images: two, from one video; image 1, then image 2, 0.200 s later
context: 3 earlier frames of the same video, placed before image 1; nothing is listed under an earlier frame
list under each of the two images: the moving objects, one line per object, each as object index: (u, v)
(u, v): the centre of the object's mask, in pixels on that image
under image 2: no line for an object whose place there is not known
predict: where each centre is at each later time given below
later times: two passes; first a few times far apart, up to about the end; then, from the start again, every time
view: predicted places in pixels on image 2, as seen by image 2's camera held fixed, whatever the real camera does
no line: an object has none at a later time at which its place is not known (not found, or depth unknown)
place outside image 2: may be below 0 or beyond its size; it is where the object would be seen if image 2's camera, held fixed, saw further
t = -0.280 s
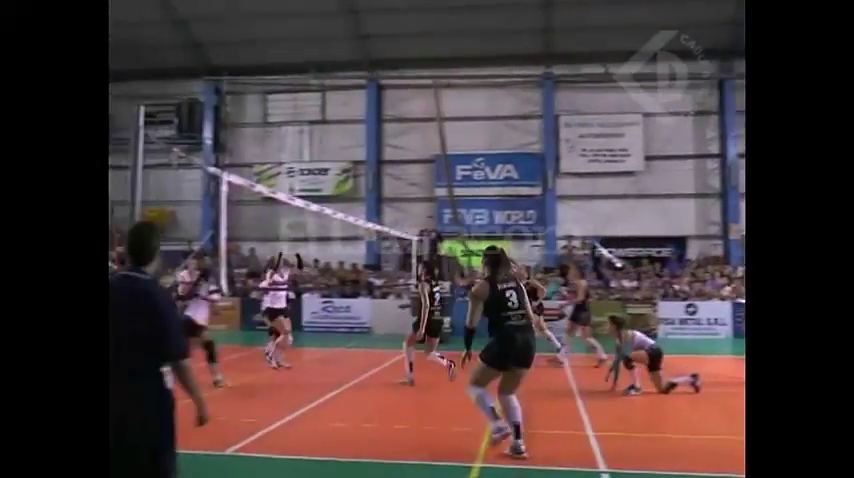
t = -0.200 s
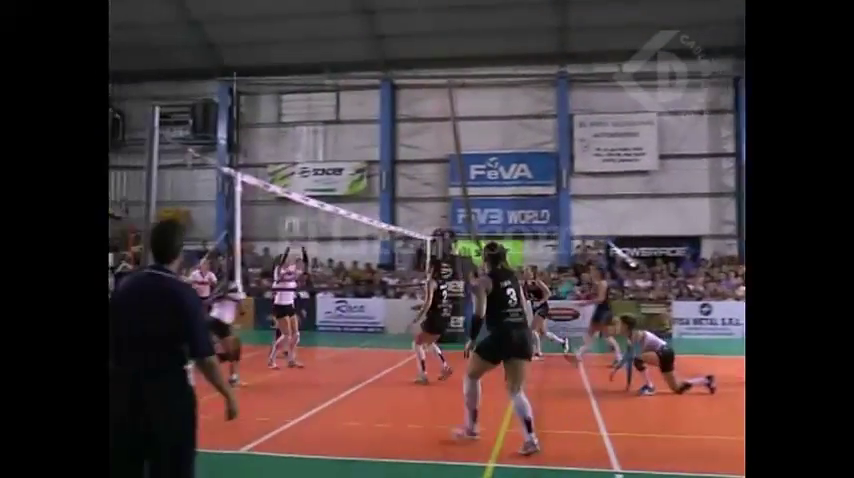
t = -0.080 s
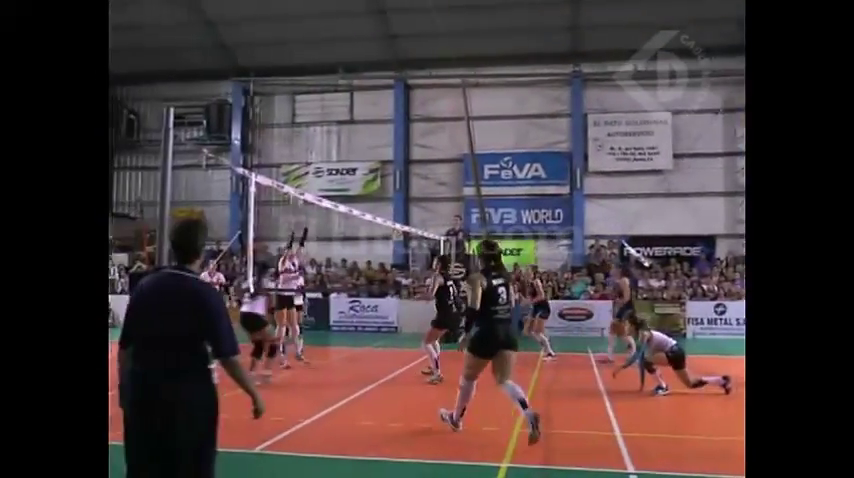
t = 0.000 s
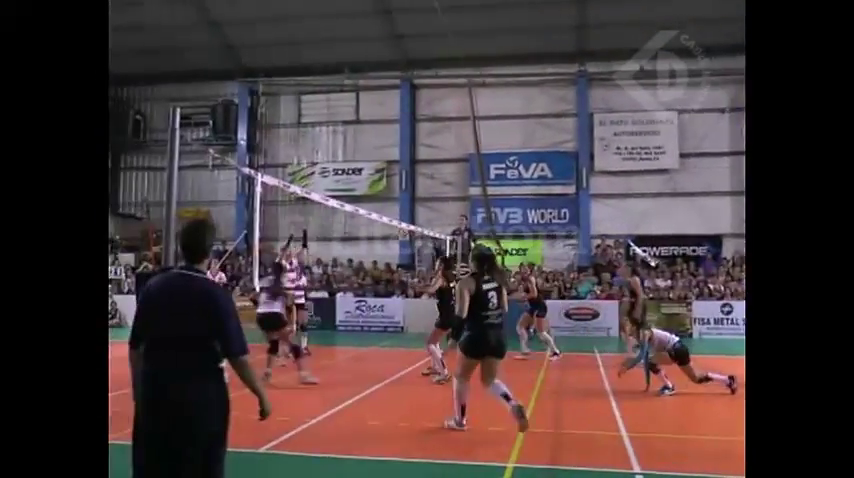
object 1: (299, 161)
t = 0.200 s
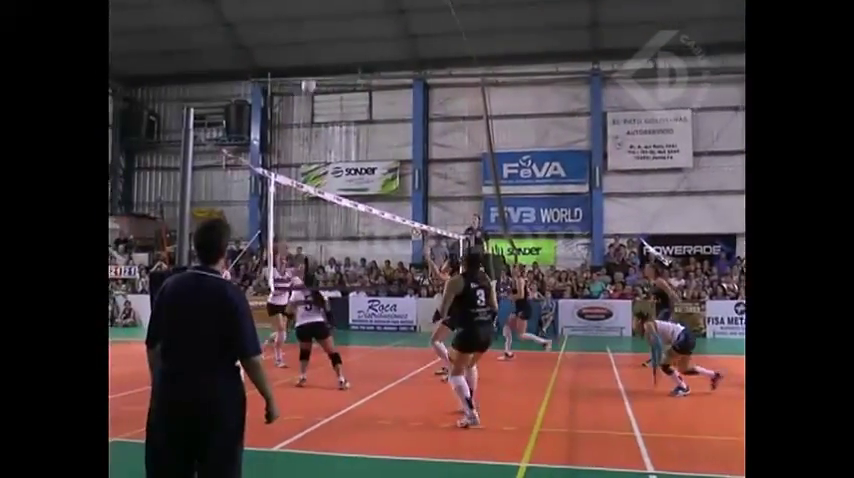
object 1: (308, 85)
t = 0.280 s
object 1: (306, 62)
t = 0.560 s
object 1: (299, 11)
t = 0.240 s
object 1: (307, 73)
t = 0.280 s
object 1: (306, 62)
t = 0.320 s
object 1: (305, 52)
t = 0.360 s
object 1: (304, 42)
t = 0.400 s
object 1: (303, 34)
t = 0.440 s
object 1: (302, 27)
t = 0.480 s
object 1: (301, 21)
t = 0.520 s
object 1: (300, 15)
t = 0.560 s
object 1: (299, 11)
